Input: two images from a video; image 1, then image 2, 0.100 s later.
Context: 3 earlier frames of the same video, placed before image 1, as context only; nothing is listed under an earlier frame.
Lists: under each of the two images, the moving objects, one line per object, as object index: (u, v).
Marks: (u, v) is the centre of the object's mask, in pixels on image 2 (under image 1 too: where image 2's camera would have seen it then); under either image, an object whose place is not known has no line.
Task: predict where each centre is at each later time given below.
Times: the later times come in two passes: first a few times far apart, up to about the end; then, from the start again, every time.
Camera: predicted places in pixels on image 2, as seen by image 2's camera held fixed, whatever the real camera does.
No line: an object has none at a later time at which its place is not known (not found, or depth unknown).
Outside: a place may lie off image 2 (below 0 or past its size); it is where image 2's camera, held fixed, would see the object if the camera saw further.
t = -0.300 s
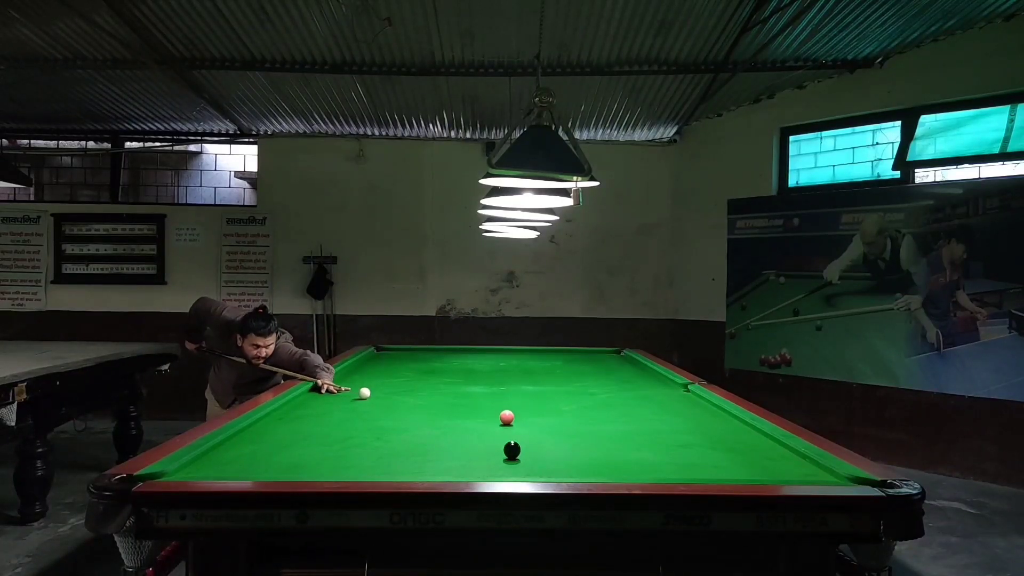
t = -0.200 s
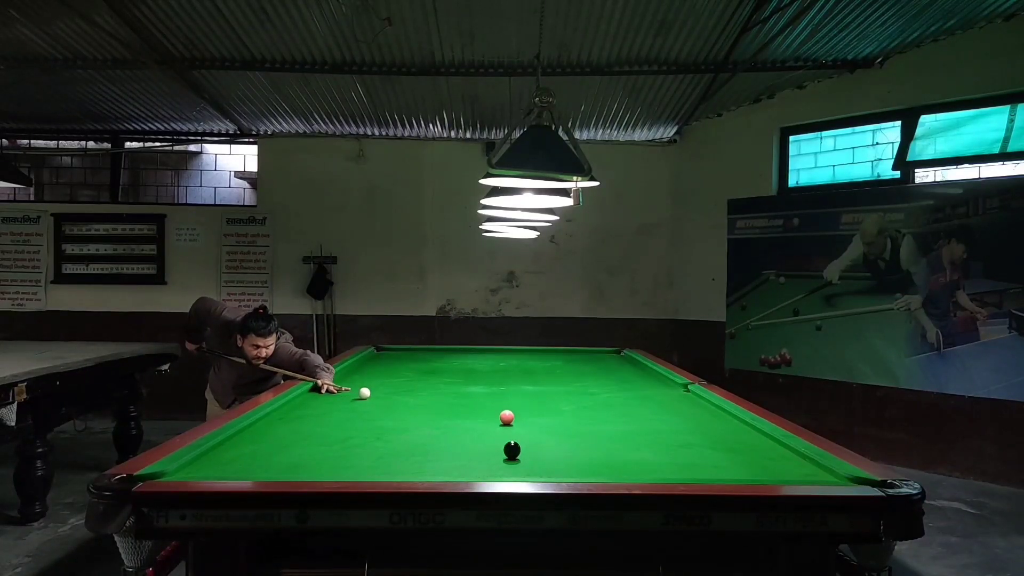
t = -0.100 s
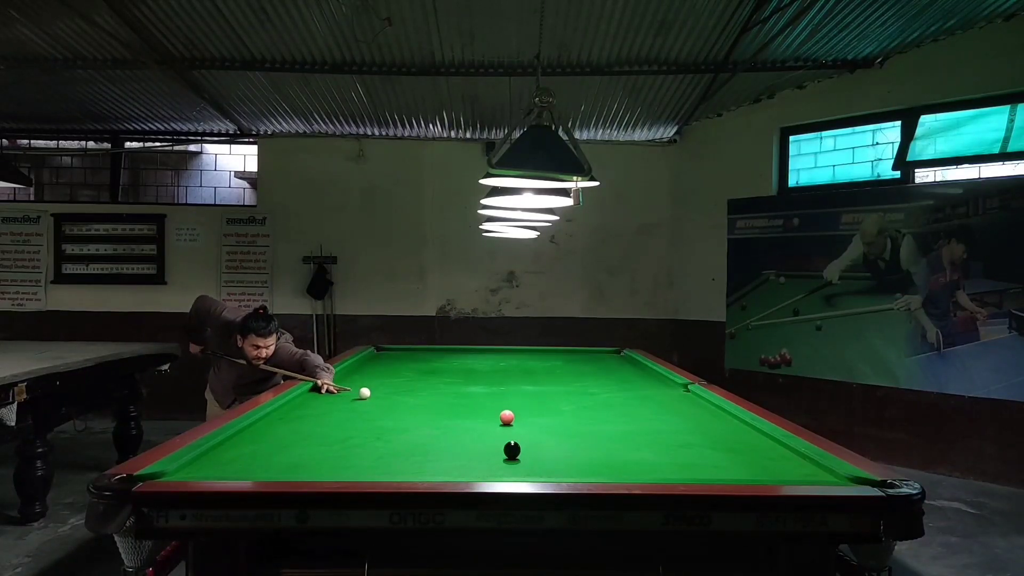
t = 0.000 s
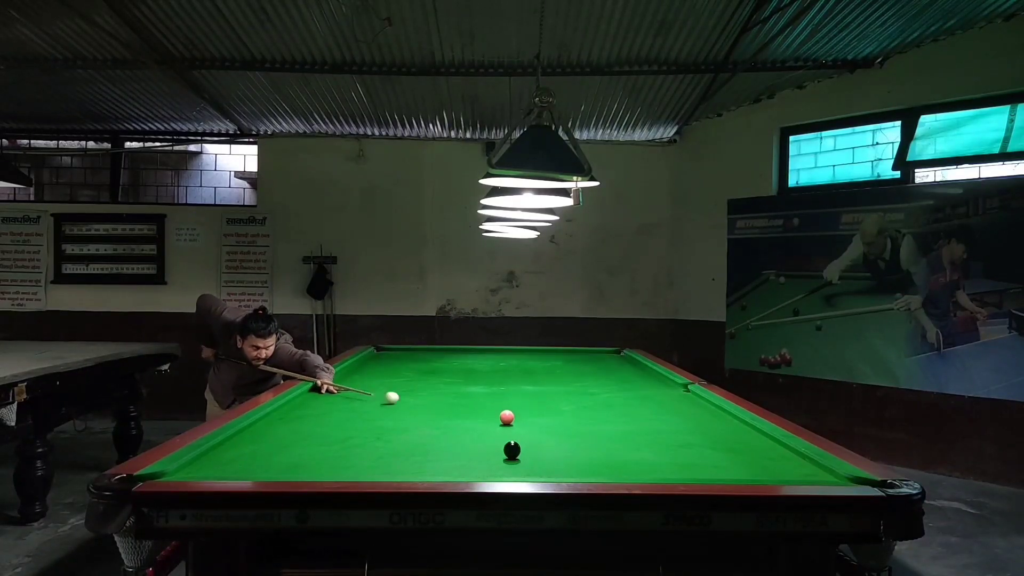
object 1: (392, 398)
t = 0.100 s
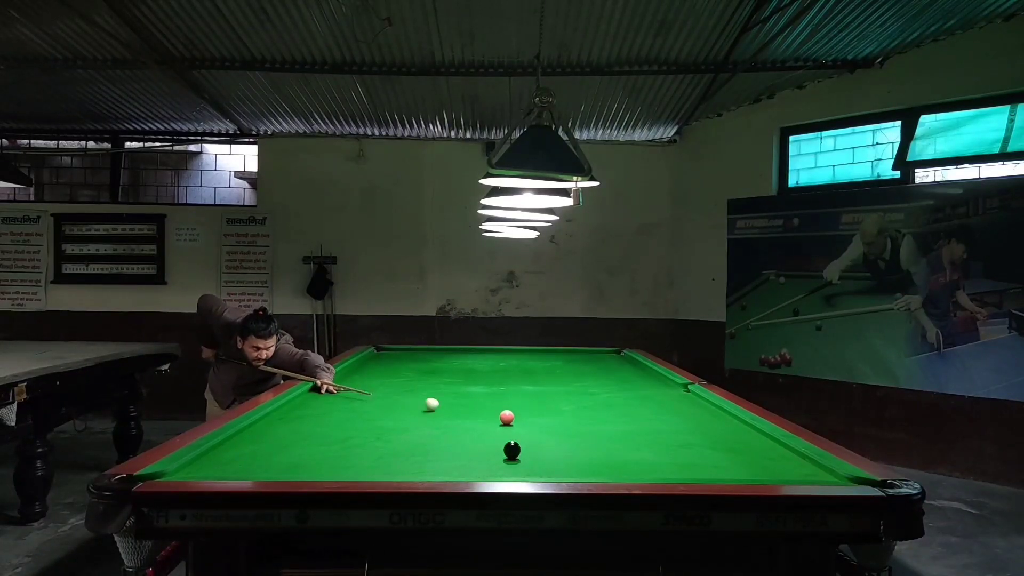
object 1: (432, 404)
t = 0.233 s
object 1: (483, 413)
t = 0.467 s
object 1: (508, 417)
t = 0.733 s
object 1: (534, 420)
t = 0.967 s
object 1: (556, 423)
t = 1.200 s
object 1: (577, 426)
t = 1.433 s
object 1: (596, 429)
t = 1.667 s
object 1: (615, 432)
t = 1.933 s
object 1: (635, 435)
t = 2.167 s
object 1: (652, 438)
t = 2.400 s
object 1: (667, 440)
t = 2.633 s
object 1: (680, 442)
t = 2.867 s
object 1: (692, 444)
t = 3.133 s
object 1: (704, 446)
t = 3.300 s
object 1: (710, 447)
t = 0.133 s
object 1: (444, 407)
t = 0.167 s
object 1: (457, 409)
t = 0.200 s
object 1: (471, 411)
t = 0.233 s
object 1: (483, 413)
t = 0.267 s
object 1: (496, 415)
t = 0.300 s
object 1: (497, 416)
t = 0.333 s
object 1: (498, 416)
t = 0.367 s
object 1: (500, 416)
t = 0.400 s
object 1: (502, 416)
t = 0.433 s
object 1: (505, 416)
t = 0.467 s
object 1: (508, 417)
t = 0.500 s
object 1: (511, 417)
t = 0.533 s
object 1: (514, 417)
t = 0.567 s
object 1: (518, 418)
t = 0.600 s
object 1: (521, 418)
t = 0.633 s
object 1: (524, 419)
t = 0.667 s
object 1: (528, 419)
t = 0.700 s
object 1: (531, 420)
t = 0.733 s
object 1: (534, 420)
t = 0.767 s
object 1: (537, 421)
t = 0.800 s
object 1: (540, 421)
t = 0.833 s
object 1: (543, 421)
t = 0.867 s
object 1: (547, 422)
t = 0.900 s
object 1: (550, 422)
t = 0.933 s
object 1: (553, 423)
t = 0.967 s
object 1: (556, 423)
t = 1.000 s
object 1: (559, 423)
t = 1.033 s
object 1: (562, 424)
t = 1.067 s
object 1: (565, 424)
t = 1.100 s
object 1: (568, 425)
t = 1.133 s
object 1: (571, 425)
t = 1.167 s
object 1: (574, 426)
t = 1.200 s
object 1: (577, 426)
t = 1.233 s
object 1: (580, 427)
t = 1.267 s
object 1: (582, 427)
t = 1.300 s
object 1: (585, 427)
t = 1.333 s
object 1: (588, 428)
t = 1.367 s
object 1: (591, 428)
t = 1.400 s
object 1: (594, 429)
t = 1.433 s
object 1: (596, 429)
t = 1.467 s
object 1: (599, 430)
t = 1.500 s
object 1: (602, 430)
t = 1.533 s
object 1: (605, 430)
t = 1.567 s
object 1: (608, 431)
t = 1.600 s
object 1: (610, 431)
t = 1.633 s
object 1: (613, 432)
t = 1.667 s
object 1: (615, 432)
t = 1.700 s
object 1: (618, 432)
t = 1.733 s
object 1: (621, 433)
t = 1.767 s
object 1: (623, 433)
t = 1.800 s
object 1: (626, 434)
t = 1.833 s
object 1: (628, 434)
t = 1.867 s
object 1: (631, 434)
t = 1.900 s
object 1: (633, 435)
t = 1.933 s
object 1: (635, 435)
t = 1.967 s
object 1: (638, 436)
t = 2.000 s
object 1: (640, 436)
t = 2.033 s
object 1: (643, 436)
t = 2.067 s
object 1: (645, 437)
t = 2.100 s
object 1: (647, 437)
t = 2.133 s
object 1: (650, 437)
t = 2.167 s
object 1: (652, 438)
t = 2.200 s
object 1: (654, 438)
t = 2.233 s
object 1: (656, 438)
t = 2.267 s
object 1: (658, 439)
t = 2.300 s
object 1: (660, 439)
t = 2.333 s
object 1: (663, 439)
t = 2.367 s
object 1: (665, 440)
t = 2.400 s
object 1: (667, 440)
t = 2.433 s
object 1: (669, 440)
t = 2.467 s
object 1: (670, 441)
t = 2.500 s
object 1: (673, 441)
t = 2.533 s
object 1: (674, 441)
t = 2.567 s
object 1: (676, 442)
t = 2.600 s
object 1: (678, 442)
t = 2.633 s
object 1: (680, 442)
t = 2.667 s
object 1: (682, 443)
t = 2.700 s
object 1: (684, 443)
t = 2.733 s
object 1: (685, 443)
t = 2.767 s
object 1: (687, 443)
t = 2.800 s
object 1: (689, 444)
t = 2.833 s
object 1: (690, 444)
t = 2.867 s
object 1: (692, 444)
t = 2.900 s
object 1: (693, 444)
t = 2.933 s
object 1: (695, 445)
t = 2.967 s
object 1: (697, 445)
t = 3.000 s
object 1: (698, 445)
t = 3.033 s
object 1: (699, 445)
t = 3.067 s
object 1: (701, 446)
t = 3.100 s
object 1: (702, 446)
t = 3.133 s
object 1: (704, 446)
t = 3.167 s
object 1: (705, 446)
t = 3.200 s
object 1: (706, 446)
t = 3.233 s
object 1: (707, 447)
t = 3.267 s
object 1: (708, 447)
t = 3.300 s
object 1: (710, 447)
